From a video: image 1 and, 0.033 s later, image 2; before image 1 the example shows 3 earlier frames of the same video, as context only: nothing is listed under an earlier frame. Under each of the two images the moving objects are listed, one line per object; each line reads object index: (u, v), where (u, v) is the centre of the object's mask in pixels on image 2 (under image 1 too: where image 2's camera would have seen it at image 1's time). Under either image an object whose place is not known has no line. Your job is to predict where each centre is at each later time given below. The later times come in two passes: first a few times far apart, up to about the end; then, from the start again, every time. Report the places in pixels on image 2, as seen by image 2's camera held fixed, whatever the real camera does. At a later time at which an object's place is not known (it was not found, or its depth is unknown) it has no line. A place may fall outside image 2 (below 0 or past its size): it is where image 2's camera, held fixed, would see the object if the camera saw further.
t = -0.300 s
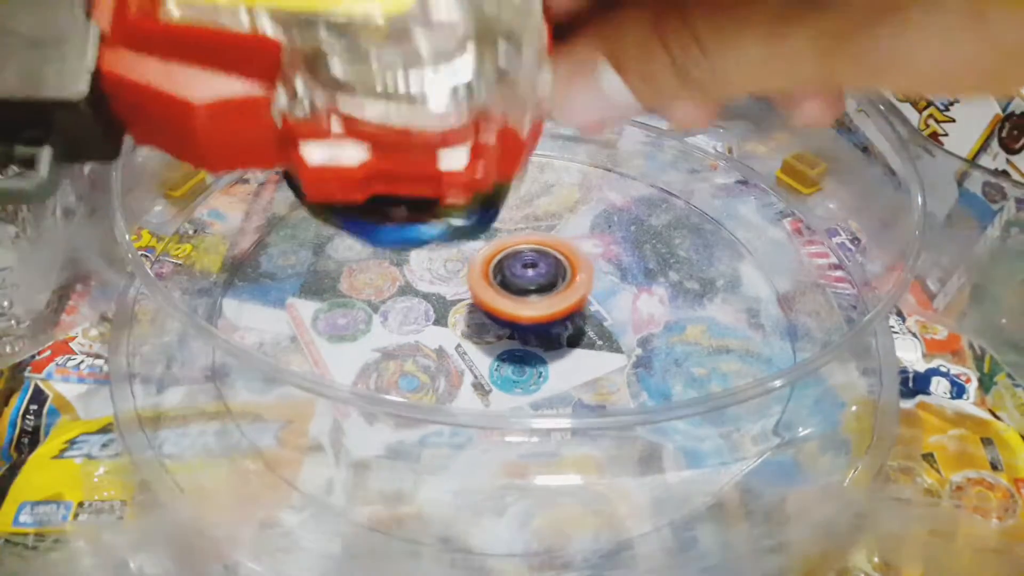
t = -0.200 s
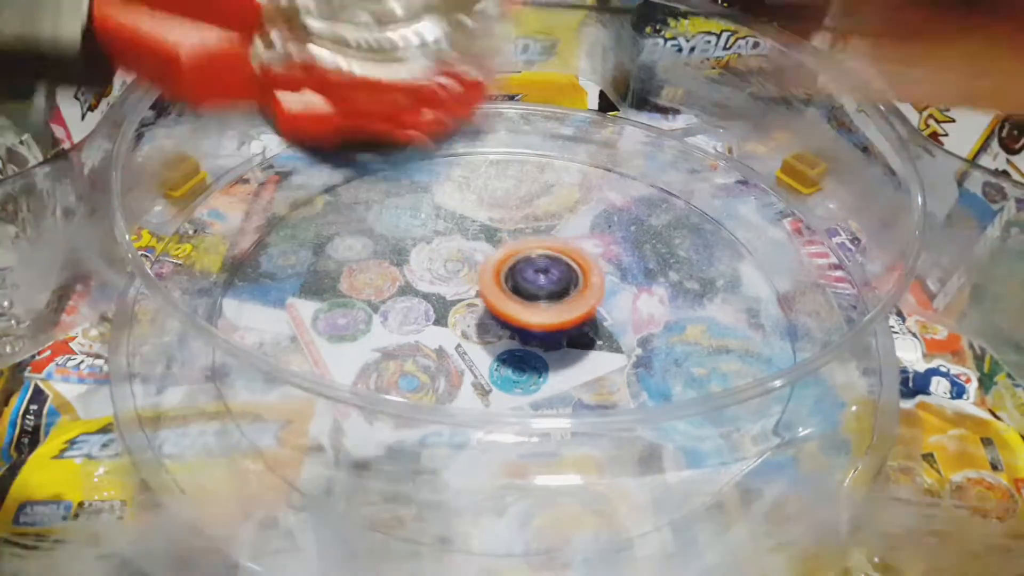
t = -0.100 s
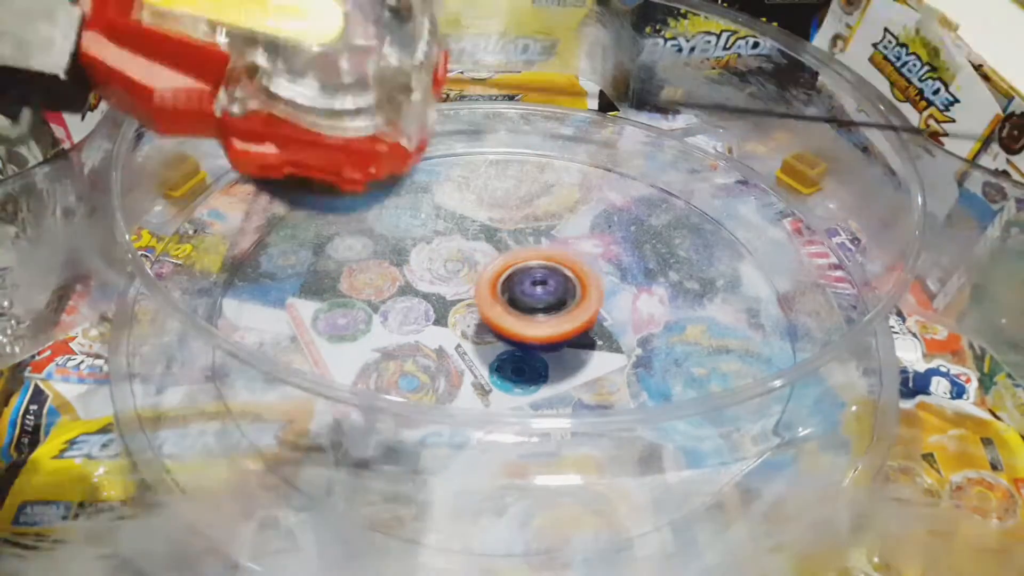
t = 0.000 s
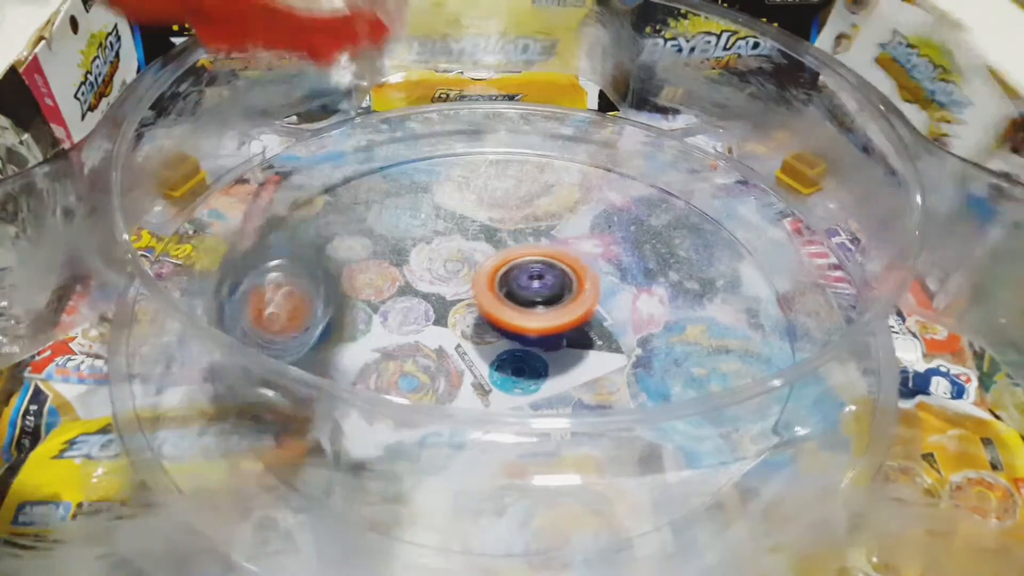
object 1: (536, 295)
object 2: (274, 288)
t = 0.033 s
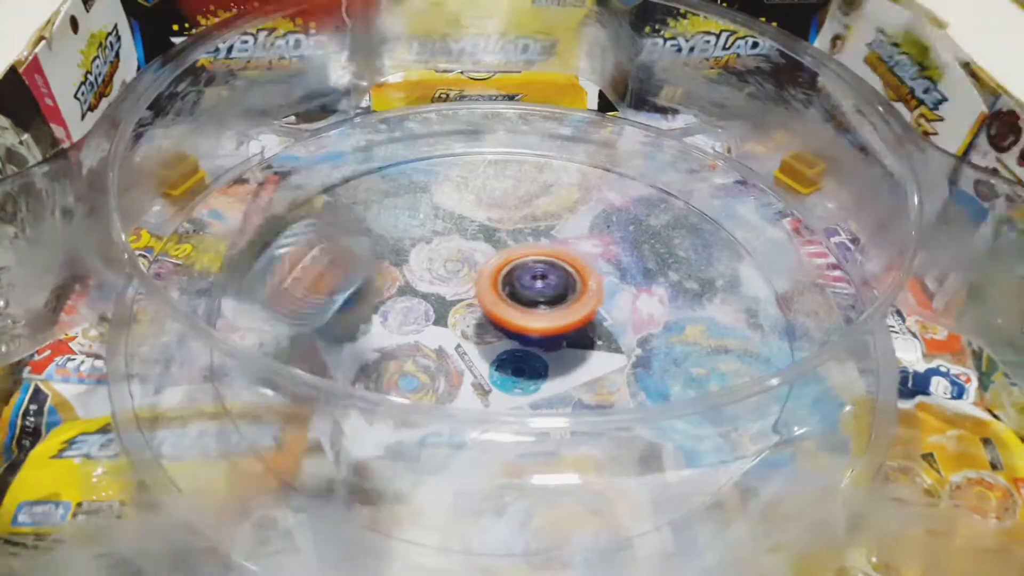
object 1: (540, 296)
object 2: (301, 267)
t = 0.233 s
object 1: (728, 353)
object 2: (365, 136)
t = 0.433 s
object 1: (805, 357)
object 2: (525, 146)
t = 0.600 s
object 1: (678, 330)
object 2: (720, 190)
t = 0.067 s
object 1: (543, 297)
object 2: (329, 242)
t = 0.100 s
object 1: (545, 298)
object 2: (379, 230)
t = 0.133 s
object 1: (549, 301)
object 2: (413, 229)
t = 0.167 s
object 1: (607, 317)
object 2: (393, 203)
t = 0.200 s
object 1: (677, 344)
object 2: (379, 176)
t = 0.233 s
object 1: (728, 353)
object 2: (365, 136)
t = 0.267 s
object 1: (778, 363)
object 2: (363, 108)
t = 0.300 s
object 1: (804, 359)
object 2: (376, 101)
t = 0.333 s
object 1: (820, 364)
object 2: (406, 110)
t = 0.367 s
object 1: (823, 364)
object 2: (442, 119)
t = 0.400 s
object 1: (817, 362)
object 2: (482, 133)
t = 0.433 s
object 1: (805, 357)
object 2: (525, 146)
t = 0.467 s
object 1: (786, 349)
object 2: (568, 152)
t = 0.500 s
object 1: (760, 340)
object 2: (608, 160)
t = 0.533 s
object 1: (733, 332)
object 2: (648, 167)
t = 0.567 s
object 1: (700, 335)
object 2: (687, 179)
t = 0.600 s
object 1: (678, 330)
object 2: (720, 190)
